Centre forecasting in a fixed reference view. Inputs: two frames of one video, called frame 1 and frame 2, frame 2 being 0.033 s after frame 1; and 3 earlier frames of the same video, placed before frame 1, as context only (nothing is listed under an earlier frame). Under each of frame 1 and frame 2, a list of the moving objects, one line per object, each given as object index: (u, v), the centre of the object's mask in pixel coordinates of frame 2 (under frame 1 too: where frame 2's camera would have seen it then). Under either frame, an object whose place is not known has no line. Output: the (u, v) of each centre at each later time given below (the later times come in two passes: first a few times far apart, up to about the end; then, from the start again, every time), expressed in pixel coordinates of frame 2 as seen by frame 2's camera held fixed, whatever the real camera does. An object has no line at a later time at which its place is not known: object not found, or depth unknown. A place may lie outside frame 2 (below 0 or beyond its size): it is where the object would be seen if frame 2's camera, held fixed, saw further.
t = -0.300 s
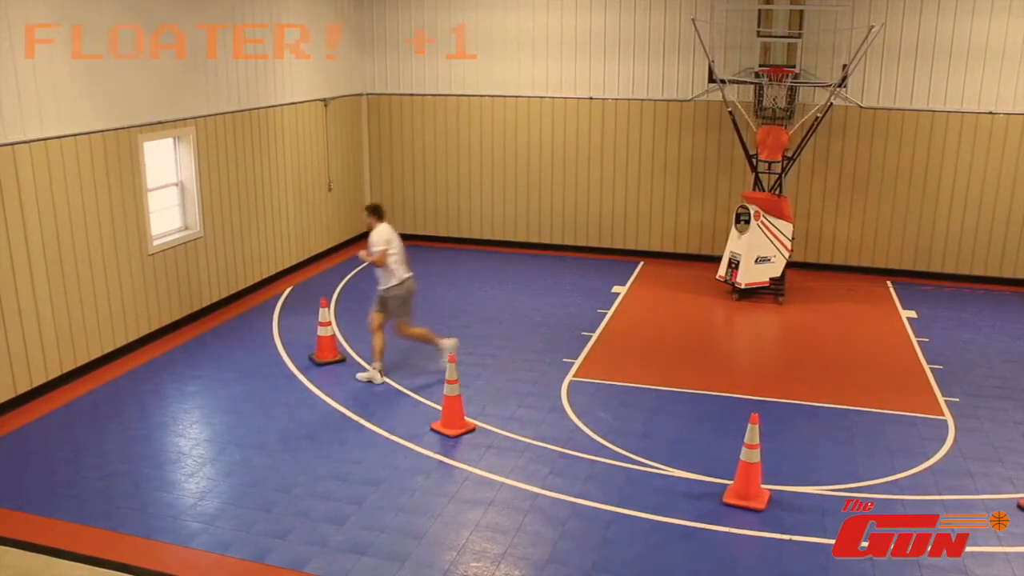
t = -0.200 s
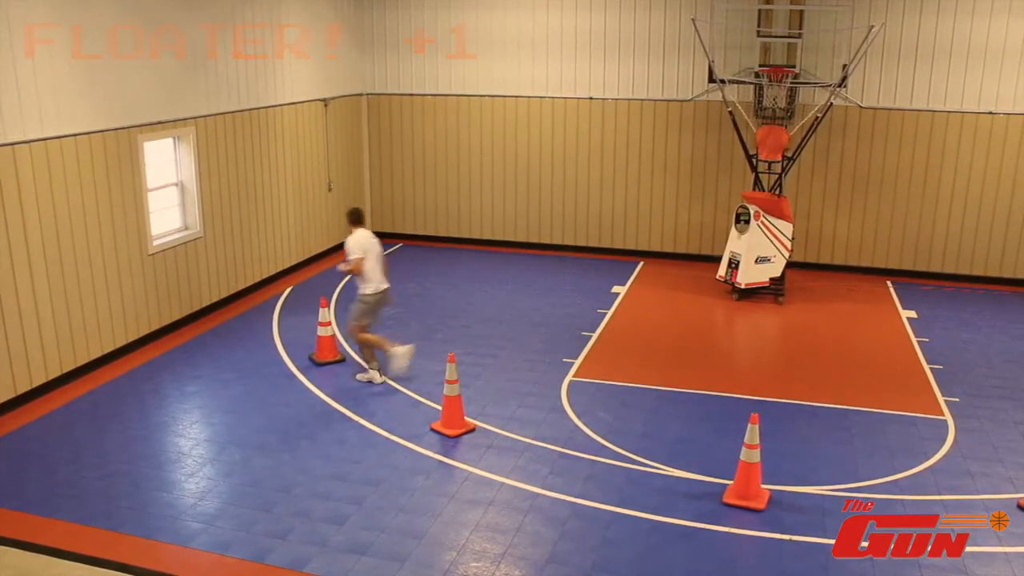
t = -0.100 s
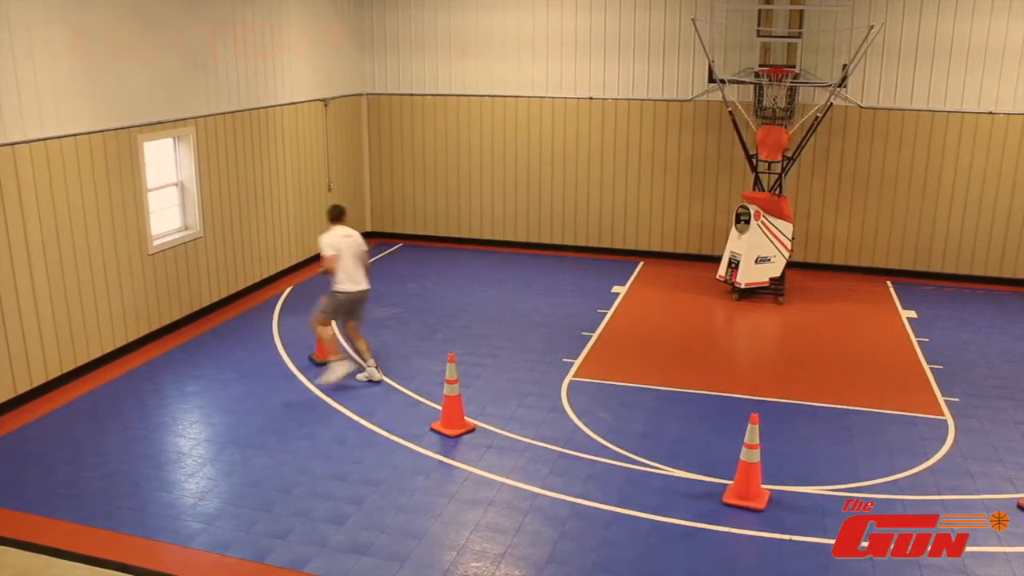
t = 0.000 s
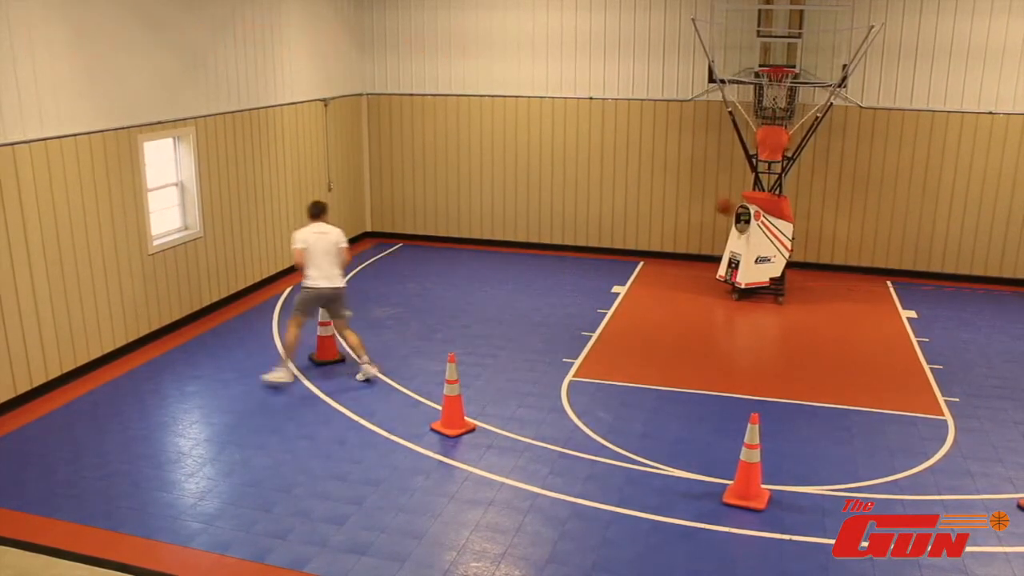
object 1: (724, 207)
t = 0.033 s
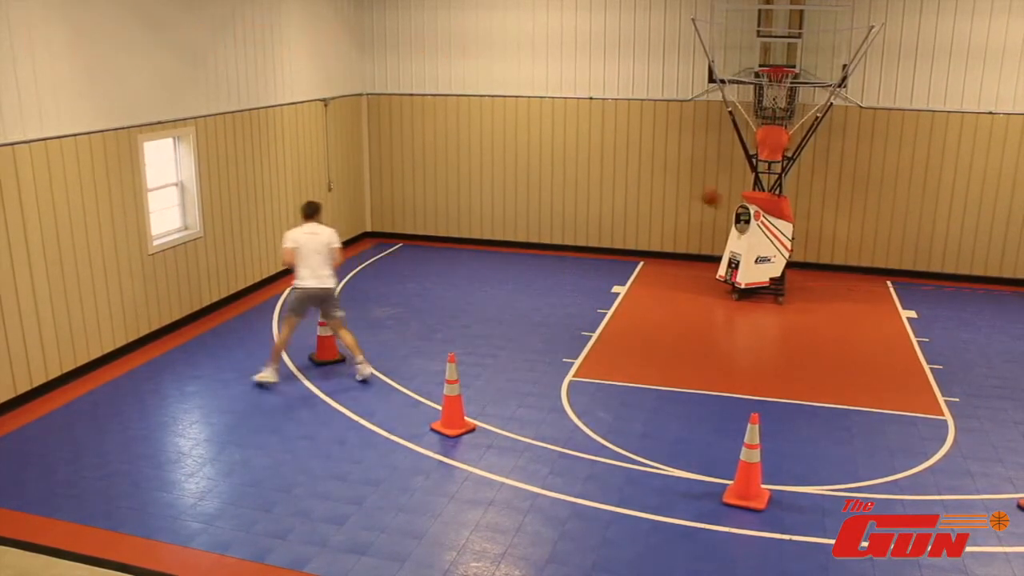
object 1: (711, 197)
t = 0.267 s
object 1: (602, 152)
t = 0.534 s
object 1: (456, 149)
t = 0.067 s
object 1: (697, 189)
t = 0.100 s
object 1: (681, 182)
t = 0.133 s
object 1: (667, 175)
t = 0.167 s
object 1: (651, 168)
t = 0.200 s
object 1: (635, 162)
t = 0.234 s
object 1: (619, 157)
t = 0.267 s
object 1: (602, 152)
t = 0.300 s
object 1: (585, 149)
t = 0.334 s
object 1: (567, 146)
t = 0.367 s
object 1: (549, 144)
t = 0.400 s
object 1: (531, 143)
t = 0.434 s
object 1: (513, 143)
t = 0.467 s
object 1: (494, 144)
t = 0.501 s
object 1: (475, 146)
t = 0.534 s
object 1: (456, 149)
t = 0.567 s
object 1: (436, 152)
